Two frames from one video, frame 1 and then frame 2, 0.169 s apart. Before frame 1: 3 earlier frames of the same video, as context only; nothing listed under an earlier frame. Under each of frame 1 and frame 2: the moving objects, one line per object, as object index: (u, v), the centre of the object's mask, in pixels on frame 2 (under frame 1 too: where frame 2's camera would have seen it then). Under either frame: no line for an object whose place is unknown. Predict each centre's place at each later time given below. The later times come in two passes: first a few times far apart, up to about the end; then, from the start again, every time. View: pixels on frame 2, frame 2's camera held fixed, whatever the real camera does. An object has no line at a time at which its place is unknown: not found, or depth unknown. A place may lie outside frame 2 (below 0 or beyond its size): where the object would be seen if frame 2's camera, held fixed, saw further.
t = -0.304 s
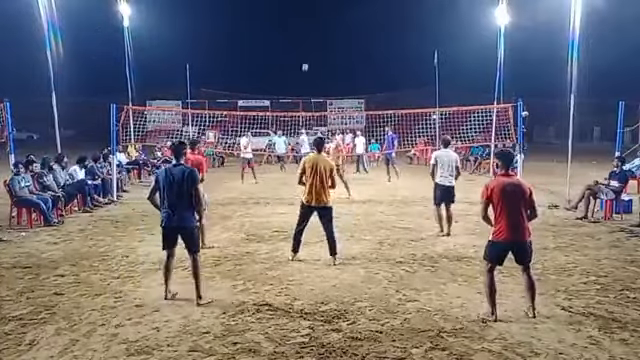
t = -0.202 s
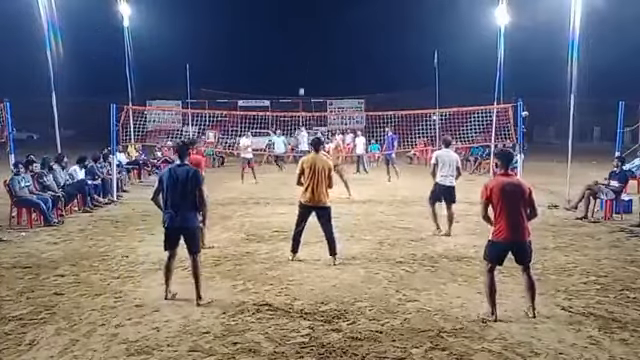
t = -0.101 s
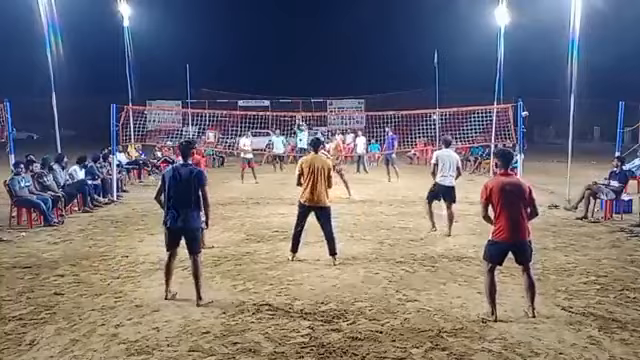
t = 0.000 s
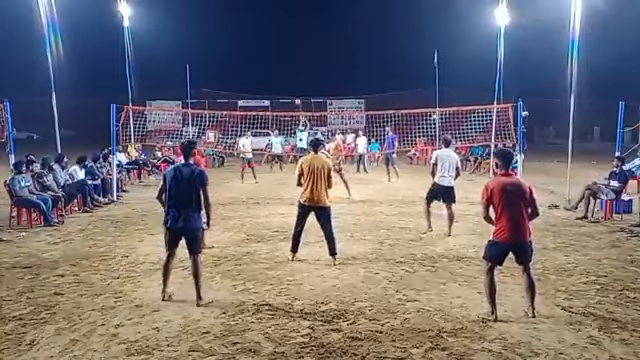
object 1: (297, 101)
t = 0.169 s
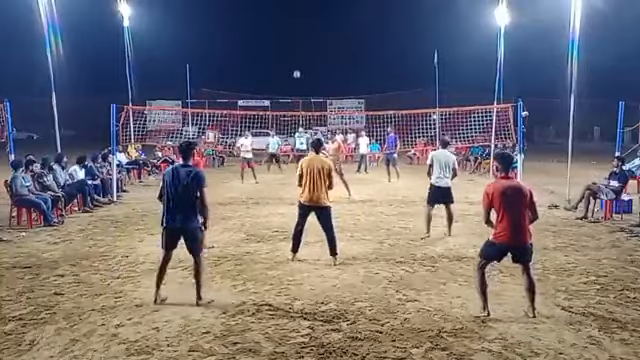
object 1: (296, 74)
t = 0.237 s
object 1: (296, 64)
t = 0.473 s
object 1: (294, 39)
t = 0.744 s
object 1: (292, 33)
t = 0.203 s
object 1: (296, 68)
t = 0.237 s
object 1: (296, 64)
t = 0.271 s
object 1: (296, 59)
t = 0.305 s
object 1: (295, 54)
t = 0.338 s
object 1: (295, 51)
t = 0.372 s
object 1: (295, 47)
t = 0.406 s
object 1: (295, 44)
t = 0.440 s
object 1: (294, 41)
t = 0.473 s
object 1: (294, 39)
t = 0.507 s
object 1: (294, 36)
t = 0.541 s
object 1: (294, 34)
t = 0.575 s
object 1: (294, 33)
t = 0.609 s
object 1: (293, 32)
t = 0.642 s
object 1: (293, 31)
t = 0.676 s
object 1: (293, 31)
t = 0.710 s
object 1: (292, 31)
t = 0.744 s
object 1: (292, 33)
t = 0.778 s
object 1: (292, 35)
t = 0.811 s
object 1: (291, 37)
